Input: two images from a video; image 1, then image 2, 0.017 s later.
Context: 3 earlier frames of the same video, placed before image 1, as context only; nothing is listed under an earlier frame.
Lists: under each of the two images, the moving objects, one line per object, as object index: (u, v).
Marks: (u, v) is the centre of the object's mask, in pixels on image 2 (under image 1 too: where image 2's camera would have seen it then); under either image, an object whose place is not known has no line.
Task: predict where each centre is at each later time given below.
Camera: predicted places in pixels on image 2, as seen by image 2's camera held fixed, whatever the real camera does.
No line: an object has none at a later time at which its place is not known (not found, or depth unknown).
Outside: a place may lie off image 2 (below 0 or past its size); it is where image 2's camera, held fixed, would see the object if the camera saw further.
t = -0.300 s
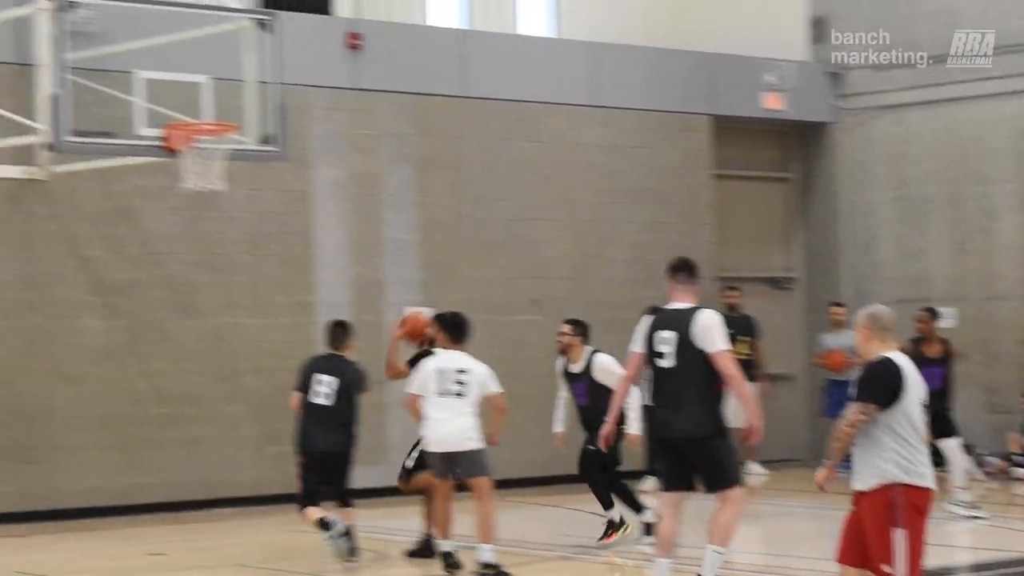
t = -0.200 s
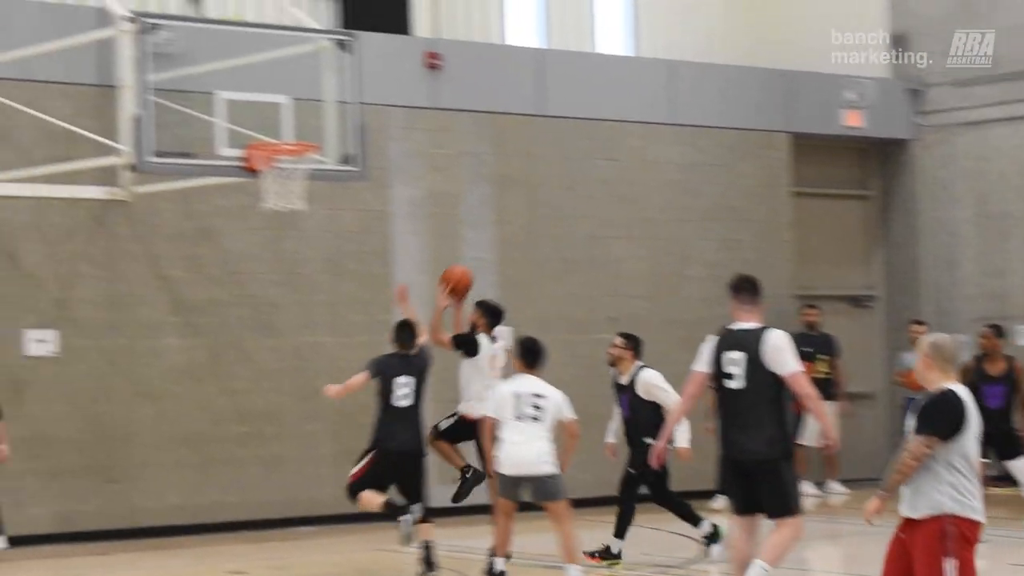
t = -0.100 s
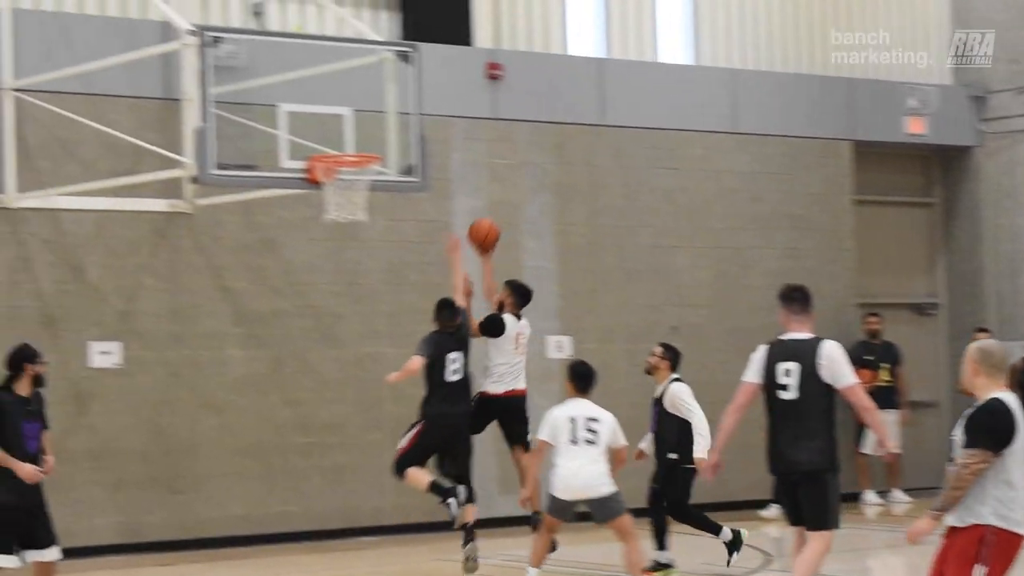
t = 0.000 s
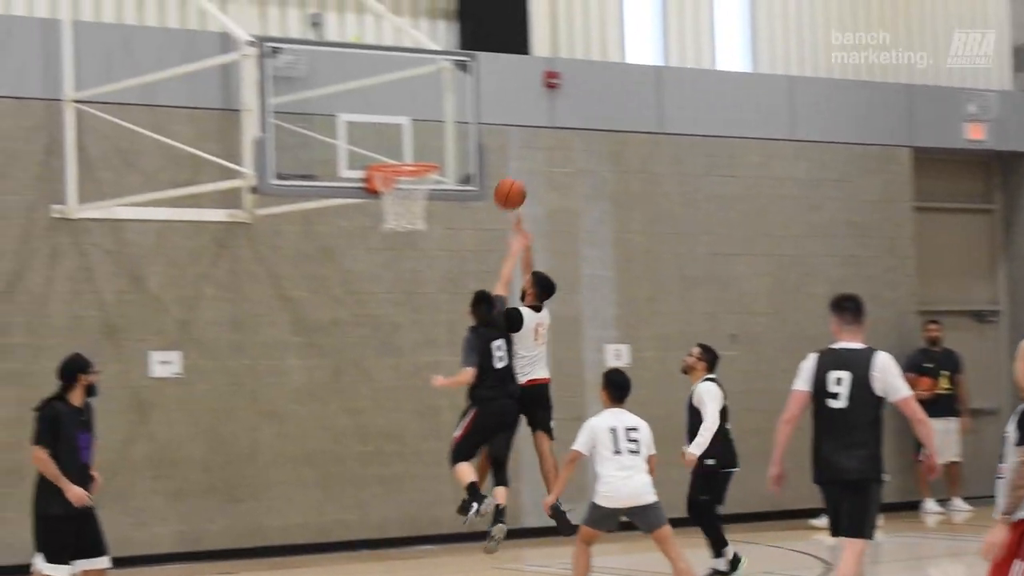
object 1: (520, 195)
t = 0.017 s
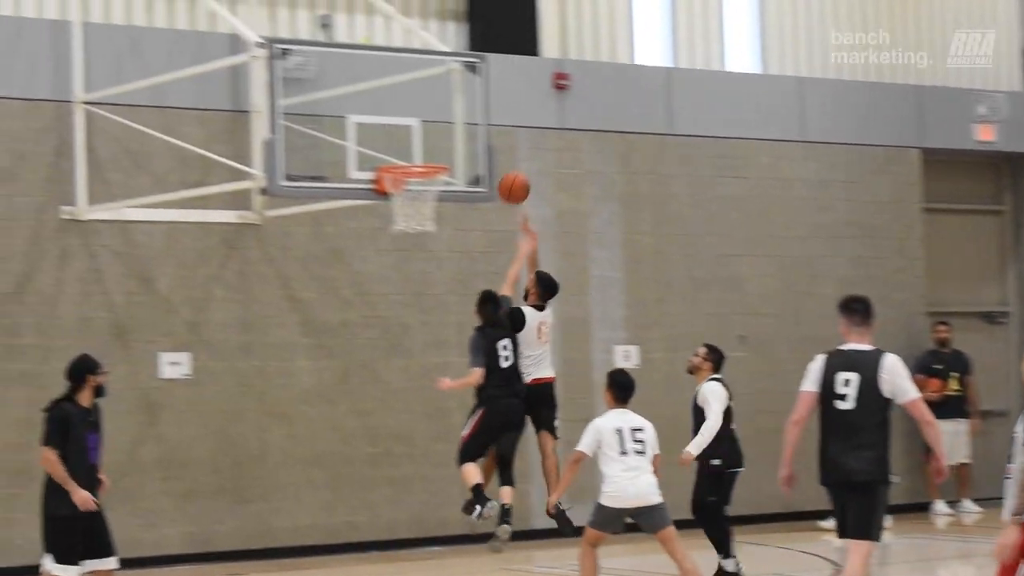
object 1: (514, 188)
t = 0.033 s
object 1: (508, 181)
